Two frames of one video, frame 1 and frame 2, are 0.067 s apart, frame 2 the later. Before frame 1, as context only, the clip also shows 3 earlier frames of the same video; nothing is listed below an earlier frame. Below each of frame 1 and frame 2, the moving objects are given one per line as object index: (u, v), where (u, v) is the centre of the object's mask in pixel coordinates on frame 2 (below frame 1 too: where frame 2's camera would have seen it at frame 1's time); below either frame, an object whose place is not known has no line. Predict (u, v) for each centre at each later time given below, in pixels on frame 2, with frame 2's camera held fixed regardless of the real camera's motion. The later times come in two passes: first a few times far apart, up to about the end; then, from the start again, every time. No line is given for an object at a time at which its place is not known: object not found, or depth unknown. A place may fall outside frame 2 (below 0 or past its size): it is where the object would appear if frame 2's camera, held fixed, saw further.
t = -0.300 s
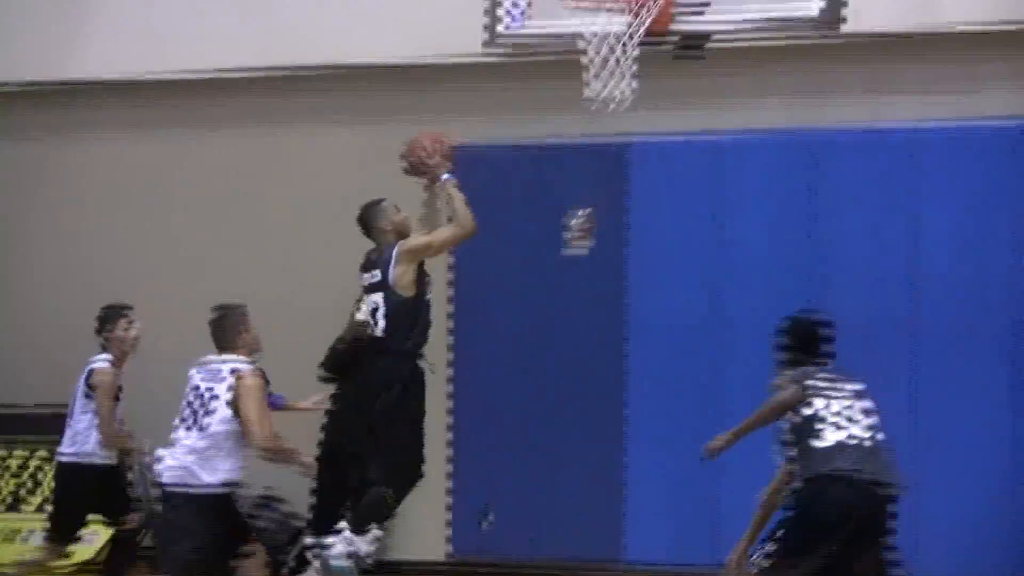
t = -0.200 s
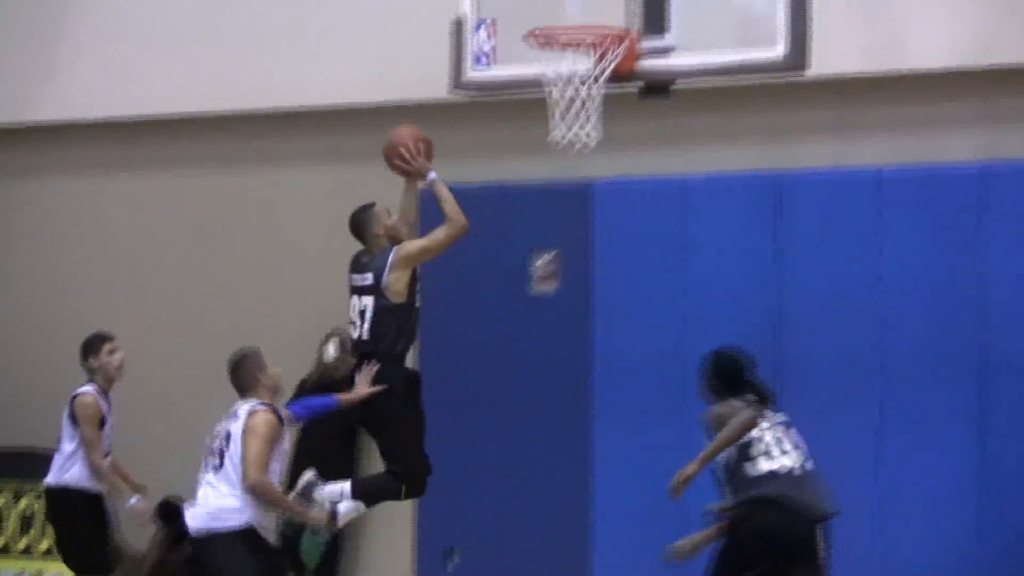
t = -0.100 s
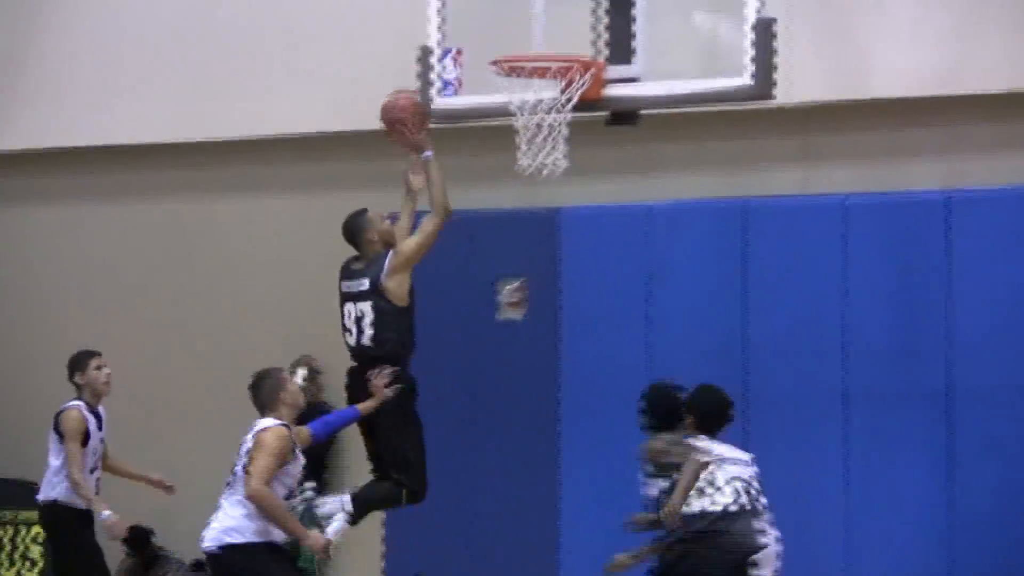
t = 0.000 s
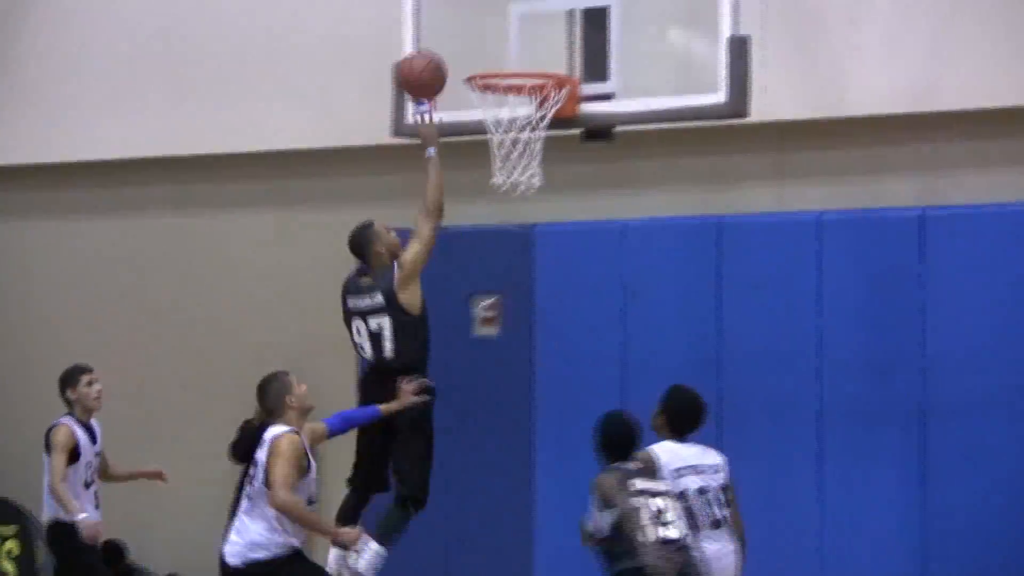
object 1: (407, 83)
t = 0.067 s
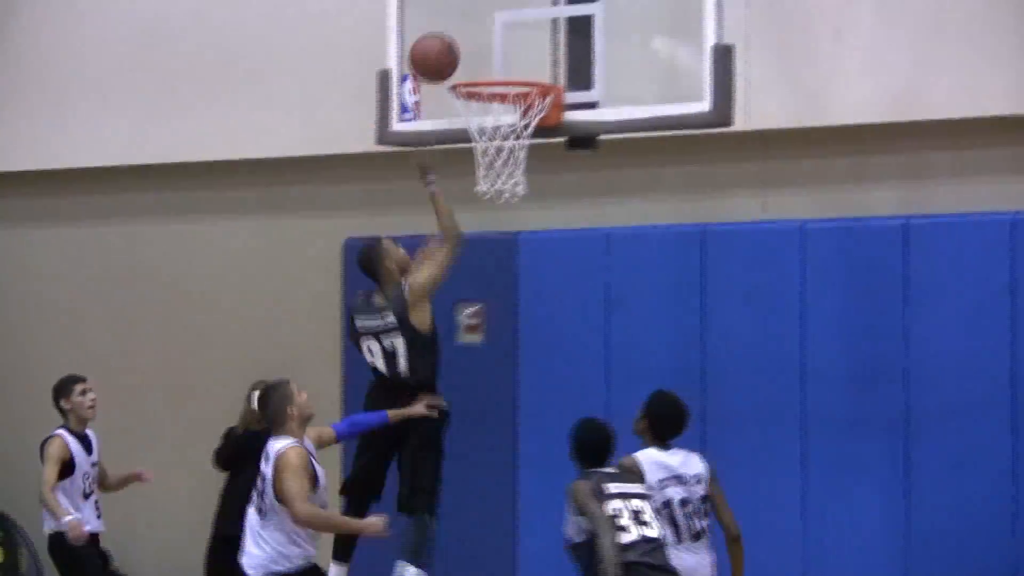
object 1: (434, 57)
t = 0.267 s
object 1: (461, 44)
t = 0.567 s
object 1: (471, 61)
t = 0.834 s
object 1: (515, 62)
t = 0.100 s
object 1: (447, 48)
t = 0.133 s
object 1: (460, 41)
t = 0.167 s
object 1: (462, 38)
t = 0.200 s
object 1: (462, 38)
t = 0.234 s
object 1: (462, 40)
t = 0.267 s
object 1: (461, 44)
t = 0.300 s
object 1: (461, 50)
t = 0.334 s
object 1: (460, 58)
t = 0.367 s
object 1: (460, 61)
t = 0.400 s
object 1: (462, 57)
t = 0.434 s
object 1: (464, 55)
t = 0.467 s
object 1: (466, 54)
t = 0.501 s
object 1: (467, 55)
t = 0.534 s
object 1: (469, 58)
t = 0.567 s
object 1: (471, 61)
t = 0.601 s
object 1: (477, 60)
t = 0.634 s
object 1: (482, 60)
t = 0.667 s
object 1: (487, 61)
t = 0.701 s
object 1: (493, 61)
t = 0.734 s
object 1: (499, 61)
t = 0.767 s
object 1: (504, 61)
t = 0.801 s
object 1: (510, 62)
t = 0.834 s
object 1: (515, 62)
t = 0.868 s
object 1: (519, 63)
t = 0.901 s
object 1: (523, 64)
